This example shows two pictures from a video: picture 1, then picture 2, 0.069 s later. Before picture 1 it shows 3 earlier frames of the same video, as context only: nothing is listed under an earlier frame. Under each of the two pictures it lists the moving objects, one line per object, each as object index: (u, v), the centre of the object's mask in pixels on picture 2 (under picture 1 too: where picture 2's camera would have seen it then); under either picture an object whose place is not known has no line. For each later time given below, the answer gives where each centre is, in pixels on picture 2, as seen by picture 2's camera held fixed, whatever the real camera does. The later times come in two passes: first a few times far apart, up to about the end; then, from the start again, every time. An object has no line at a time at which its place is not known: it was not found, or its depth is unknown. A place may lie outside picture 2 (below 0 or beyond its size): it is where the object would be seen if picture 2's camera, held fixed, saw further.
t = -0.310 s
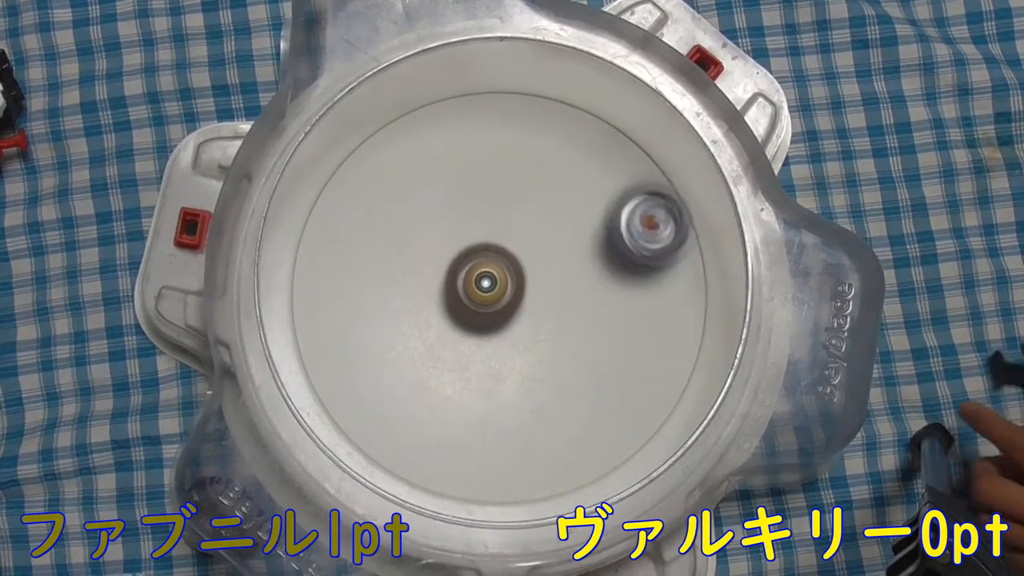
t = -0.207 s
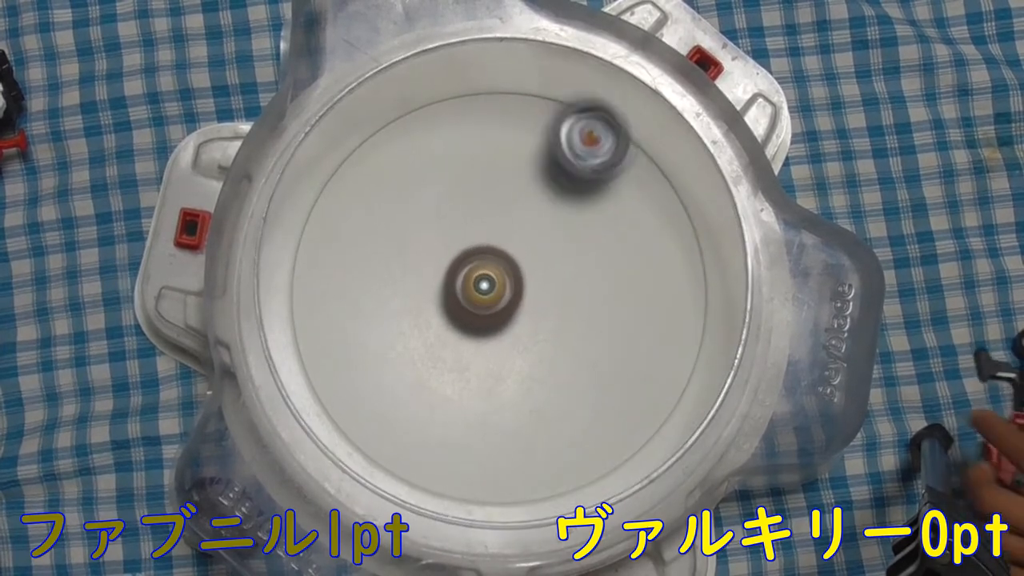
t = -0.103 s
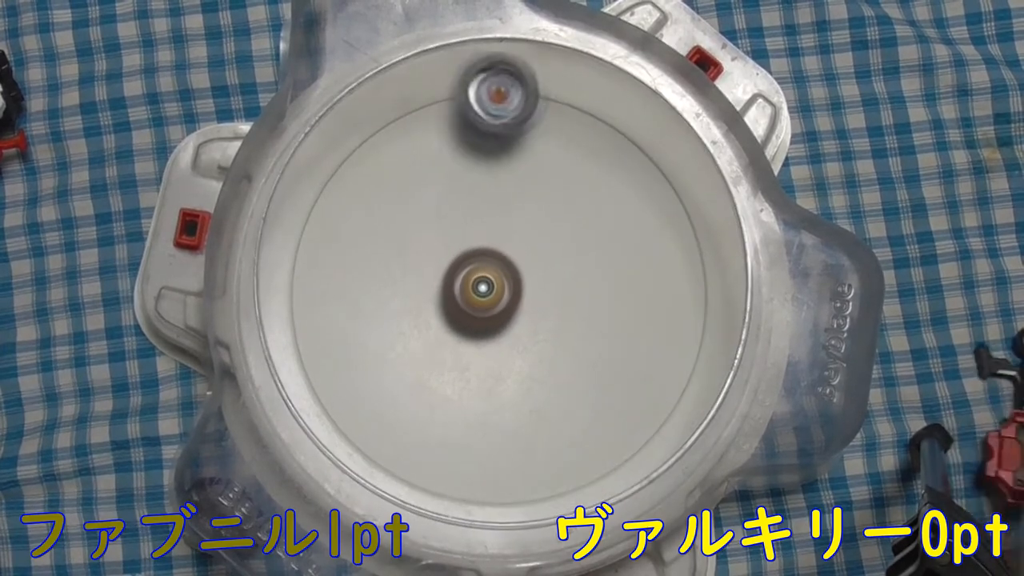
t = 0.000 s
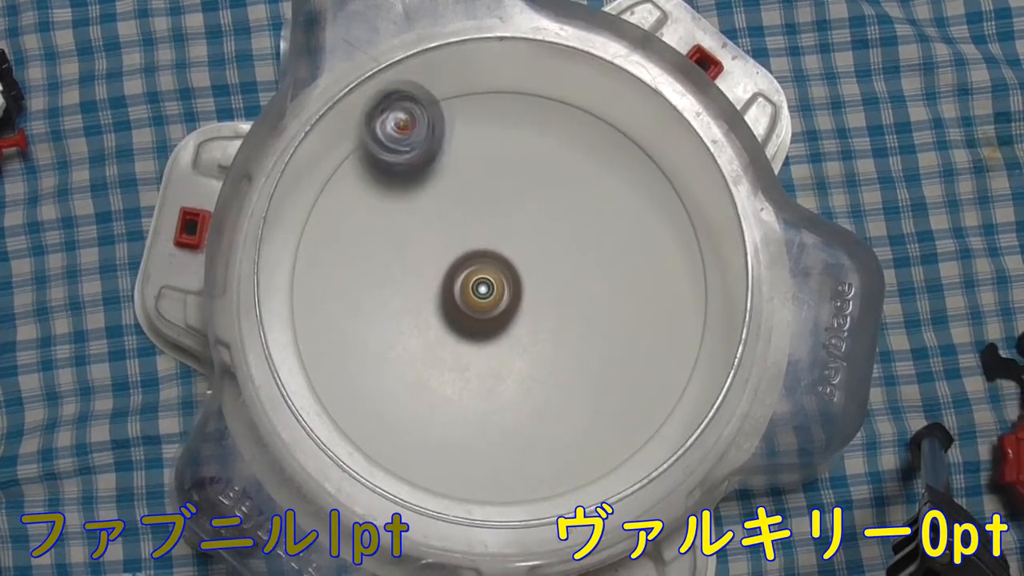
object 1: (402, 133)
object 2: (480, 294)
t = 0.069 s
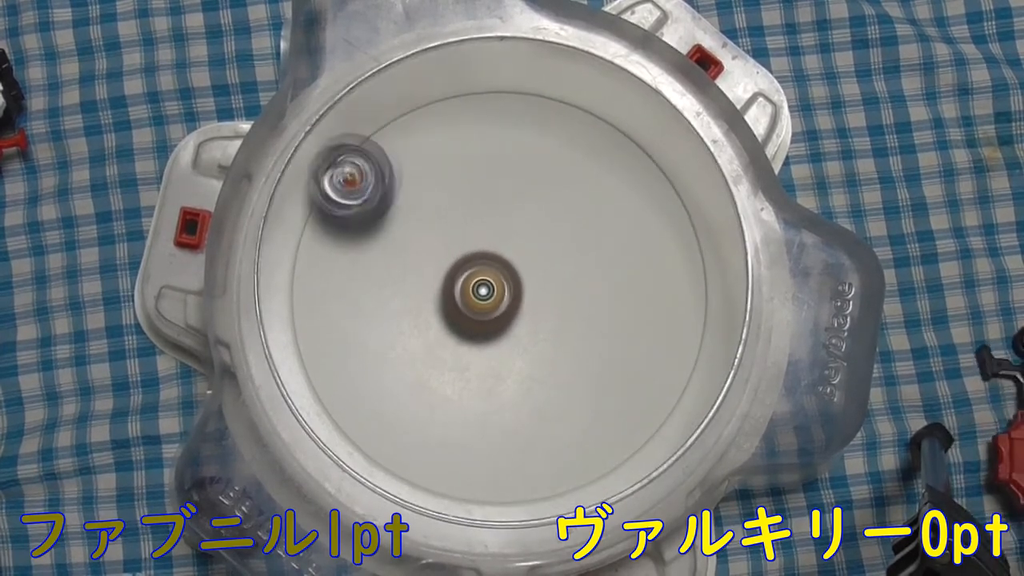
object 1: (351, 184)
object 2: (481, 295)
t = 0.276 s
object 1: (379, 391)
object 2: (481, 301)
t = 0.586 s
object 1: (656, 378)
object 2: (486, 304)
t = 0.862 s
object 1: (589, 141)
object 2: (494, 305)
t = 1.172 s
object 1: (324, 277)
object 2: (504, 305)
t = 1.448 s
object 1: (451, 473)
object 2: (508, 300)
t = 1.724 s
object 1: (644, 317)
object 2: (510, 294)
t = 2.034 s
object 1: (469, 110)
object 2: (505, 288)
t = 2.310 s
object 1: (337, 300)
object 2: (499, 286)
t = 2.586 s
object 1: (543, 452)
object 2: (492, 285)
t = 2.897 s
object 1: (654, 225)
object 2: (486, 289)
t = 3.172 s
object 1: (412, 167)
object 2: (485, 294)
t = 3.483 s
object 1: (356, 401)
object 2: (489, 301)
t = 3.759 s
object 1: (595, 397)
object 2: (494, 304)
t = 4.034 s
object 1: (604, 162)
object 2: (502, 305)
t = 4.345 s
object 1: (382, 203)
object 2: (505, 301)
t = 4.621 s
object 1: (436, 428)
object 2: (506, 296)
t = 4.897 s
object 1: (635, 357)
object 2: (503, 291)
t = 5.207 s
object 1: (503, 167)
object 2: (496, 287)
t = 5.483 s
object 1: (344, 262)
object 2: (491, 287)
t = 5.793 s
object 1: (505, 408)
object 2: (488, 291)
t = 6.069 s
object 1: (631, 250)
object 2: (489, 296)
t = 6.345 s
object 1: (479, 180)
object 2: (494, 300)
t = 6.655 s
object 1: (404, 372)
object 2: (496, 302)
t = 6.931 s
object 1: (575, 378)
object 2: (500, 300)
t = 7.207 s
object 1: (550, 214)
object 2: (502, 296)
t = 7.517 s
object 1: (392, 241)
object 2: (501, 291)
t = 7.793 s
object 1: (472, 370)
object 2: (499, 287)
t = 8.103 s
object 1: (598, 273)
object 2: (493, 289)
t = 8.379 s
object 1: (485, 208)
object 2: (489, 302)
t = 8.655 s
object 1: (405, 283)
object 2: (496, 311)
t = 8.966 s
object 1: (418, 379)
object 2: (544, 311)
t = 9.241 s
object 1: (460, 335)
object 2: (572, 291)
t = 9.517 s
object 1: (442, 283)
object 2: (551, 289)
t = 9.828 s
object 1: (402, 271)
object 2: (536, 287)
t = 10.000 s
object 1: (411, 293)
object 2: (518, 280)
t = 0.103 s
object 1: (335, 216)
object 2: (481, 297)
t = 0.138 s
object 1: (326, 252)
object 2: (481, 298)
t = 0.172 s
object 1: (326, 288)
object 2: (481, 299)
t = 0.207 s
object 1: (336, 327)
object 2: (481, 300)
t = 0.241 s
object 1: (354, 361)
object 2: (481, 301)
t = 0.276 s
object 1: (379, 391)
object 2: (481, 301)
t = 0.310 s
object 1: (409, 415)
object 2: (482, 302)
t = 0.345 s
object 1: (444, 433)
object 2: (482, 303)
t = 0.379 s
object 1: (478, 442)
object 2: (482, 303)
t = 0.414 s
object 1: (515, 447)
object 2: (483, 303)
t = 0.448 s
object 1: (550, 444)
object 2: (483, 304)
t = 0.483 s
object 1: (583, 434)
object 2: (484, 304)
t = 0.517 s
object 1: (611, 419)
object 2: (484, 304)
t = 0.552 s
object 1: (634, 401)
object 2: (485, 304)
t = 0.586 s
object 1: (656, 378)
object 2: (486, 304)
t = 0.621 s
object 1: (673, 353)
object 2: (487, 304)
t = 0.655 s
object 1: (685, 324)
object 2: (488, 304)
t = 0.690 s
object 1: (690, 294)
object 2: (489, 305)
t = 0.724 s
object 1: (683, 232)
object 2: (491, 304)
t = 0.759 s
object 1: (669, 204)
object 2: (492, 304)
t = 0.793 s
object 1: (649, 174)
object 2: (493, 305)
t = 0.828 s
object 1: (618, 157)
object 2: (493, 305)
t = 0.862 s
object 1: (589, 141)
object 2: (494, 305)
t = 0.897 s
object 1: (556, 128)
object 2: (495, 306)
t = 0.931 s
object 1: (515, 128)
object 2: (497, 306)
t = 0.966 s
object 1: (476, 134)
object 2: (498, 306)
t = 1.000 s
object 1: (441, 143)
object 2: (499, 306)
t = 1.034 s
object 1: (411, 163)
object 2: (500, 305)
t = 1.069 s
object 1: (380, 185)
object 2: (502, 305)
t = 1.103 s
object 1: (354, 214)
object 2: (503, 305)
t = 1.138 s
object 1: (336, 245)
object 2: (504, 305)
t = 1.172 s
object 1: (324, 277)
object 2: (504, 305)
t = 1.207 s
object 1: (318, 311)
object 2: (505, 304)
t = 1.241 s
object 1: (318, 346)
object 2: (506, 304)
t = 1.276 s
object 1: (326, 377)
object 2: (506, 303)
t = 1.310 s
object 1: (340, 406)
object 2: (507, 303)
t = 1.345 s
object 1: (362, 433)
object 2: (507, 302)
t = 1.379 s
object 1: (388, 447)
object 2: (508, 302)
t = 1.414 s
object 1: (418, 462)
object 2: (508, 301)
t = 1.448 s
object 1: (451, 473)
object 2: (508, 300)
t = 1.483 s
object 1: (484, 475)
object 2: (508, 300)
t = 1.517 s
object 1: (519, 470)
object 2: (509, 299)
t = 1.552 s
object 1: (552, 456)
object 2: (509, 298)
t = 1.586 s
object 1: (581, 437)
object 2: (510, 297)
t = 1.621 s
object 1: (605, 412)
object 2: (510, 296)
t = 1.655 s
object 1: (623, 383)
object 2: (510, 295)
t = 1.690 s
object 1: (638, 352)
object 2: (510, 295)
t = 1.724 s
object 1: (644, 317)
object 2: (510, 294)
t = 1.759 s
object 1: (643, 251)
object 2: (509, 293)
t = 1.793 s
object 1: (632, 221)
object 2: (509, 292)
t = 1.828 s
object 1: (620, 193)
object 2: (509, 292)
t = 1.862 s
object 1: (601, 168)
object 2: (509, 291)
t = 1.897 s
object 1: (580, 148)
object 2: (508, 291)
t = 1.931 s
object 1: (555, 131)
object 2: (507, 290)
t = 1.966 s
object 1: (528, 119)
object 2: (507, 290)
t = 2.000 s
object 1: (499, 110)
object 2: (506, 289)
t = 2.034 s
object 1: (469, 110)
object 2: (505, 288)
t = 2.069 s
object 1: (439, 114)
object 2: (504, 288)
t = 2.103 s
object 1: (408, 127)
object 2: (504, 288)
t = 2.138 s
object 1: (385, 144)
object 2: (503, 287)
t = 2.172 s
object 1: (361, 169)
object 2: (502, 287)
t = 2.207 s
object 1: (346, 197)
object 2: (501, 287)
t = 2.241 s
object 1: (335, 229)
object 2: (500, 286)
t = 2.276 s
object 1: (333, 264)
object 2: (500, 286)
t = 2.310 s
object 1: (337, 300)
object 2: (499, 286)
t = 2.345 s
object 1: (347, 333)
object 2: (498, 285)
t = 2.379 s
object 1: (366, 368)
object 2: (497, 285)
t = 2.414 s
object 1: (387, 394)
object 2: (496, 285)
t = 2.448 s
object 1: (416, 420)
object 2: (495, 285)
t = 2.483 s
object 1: (445, 436)
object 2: (494, 285)
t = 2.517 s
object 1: (478, 447)
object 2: (493, 285)
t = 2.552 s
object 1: (511, 453)
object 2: (493, 285)
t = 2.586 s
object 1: (543, 452)
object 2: (492, 285)
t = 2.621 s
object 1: (576, 446)
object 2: (491, 285)
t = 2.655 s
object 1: (602, 435)
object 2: (491, 286)
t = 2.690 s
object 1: (628, 418)
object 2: (490, 286)
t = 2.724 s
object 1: (649, 398)
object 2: (489, 286)
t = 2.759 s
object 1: (665, 371)
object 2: (489, 286)
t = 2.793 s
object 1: (680, 315)
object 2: (488, 288)
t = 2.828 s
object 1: (679, 284)
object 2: (487, 288)
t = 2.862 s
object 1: (671, 254)
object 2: (487, 289)
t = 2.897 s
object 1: (654, 225)
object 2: (486, 289)
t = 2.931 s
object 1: (634, 200)
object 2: (486, 290)
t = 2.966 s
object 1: (608, 179)
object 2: (485, 291)
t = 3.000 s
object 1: (576, 161)
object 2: (485, 291)
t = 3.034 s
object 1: (545, 151)
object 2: (485, 292)
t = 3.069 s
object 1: (511, 145)
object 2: (485, 292)
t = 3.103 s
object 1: (474, 148)
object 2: (485, 293)
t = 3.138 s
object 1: (444, 155)
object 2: (485, 294)
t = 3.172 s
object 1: (412, 167)
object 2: (485, 294)
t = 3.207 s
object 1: (384, 184)
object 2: (485, 296)
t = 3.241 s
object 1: (361, 205)
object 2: (486, 296)
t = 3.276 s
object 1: (341, 232)
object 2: (486, 297)
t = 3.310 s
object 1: (329, 258)
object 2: (486, 298)
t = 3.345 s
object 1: (321, 288)
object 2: (487, 298)
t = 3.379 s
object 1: (319, 320)
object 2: (487, 299)
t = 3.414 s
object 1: (326, 353)
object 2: (488, 300)
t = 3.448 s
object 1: (338, 379)
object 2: (488, 301)
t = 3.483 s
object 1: (356, 401)
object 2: (489, 301)
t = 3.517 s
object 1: (382, 425)
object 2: (489, 302)
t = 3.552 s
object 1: (409, 440)
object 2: (490, 302)
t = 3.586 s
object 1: (444, 449)
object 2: (491, 302)
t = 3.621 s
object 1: (475, 450)
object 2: (492, 303)
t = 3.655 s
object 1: (509, 445)
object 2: (492, 303)
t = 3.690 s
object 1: (541, 435)
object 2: (493, 303)
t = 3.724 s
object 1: (569, 419)
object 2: (493, 304)
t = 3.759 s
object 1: (595, 397)
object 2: (494, 304)
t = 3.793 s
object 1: (617, 372)
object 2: (495, 304)
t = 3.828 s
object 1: (642, 319)
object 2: (496, 305)
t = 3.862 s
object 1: (647, 289)
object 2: (496, 305)
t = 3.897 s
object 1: (648, 260)
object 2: (498, 305)
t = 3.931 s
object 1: (646, 233)
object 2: (499, 305)
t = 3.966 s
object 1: (636, 208)
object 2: (500, 305)
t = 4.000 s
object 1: (622, 184)
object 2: (501, 305)
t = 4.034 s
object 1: (604, 162)
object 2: (502, 305)
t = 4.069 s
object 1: (584, 145)
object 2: (502, 305)
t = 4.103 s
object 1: (560, 132)
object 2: (503, 305)
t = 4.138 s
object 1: (533, 126)
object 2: (503, 304)
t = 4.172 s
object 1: (505, 124)
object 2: (504, 304)
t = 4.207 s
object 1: (474, 125)
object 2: (504, 304)
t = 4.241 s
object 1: (445, 138)
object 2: (504, 303)
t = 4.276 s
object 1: (422, 153)
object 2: (505, 303)
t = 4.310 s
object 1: (400, 176)
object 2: (505, 302)
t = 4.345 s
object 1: (382, 203)
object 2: (505, 301)
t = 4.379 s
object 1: (370, 233)
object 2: (505, 301)
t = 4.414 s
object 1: (362, 264)
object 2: (506, 300)
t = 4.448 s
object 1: (363, 298)
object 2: (506, 300)
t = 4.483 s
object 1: (368, 330)
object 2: (506, 299)
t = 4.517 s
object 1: (377, 358)
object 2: (506, 298)
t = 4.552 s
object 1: (392, 386)
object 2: (506, 298)
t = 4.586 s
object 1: (411, 408)
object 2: (506, 297)
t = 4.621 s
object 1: (436, 428)
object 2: (506, 296)
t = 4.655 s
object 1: (462, 443)
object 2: (506, 296)
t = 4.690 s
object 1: (490, 453)
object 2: (505, 295)
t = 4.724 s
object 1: (518, 454)
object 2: (505, 295)
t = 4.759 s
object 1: (547, 450)
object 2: (505, 294)
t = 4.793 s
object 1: (573, 441)
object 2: (504, 293)
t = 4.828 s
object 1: (596, 425)
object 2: (504, 292)
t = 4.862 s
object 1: (628, 382)
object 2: (503, 291)
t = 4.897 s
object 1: (635, 357)
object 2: (503, 291)
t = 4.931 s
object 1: (638, 330)
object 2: (502, 290)
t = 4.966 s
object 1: (636, 301)
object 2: (501, 290)
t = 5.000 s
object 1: (628, 274)
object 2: (501, 289)
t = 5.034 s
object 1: (615, 247)
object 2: (500, 288)
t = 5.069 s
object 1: (598, 223)
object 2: (499, 288)
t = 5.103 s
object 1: (578, 203)
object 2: (499, 288)
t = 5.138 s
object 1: (555, 187)
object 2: (498, 288)
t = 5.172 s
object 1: (529, 175)
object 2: (497, 287)
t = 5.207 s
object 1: (503, 167)
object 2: (496, 287)
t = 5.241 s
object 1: (476, 164)
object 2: (496, 287)
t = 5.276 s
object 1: (449, 165)
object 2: (495, 287)
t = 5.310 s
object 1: (425, 171)
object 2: (494, 287)
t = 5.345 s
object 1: (402, 182)
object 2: (493, 287)
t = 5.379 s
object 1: (380, 196)
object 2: (492, 287)
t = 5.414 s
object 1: (363, 213)
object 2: (492, 287)
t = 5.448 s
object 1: (351, 236)
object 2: (491, 287)
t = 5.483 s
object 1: (344, 262)
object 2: (491, 287)
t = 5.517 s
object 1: (343, 287)
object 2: (490, 287)
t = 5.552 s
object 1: (349, 316)
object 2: (490, 287)
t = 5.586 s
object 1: (360, 338)
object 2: (489, 288)
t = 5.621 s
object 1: (376, 360)
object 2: (489, 288)
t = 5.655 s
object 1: (397, 380)
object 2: (489, 289)
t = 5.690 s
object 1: (421, 393)
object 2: (489, 289)
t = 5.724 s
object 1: (448, 403)
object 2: (488, 290)
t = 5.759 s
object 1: (476, 409)
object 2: (488, 290)
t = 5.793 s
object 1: (505, 408)
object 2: (488, 291)
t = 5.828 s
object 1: (532, 403)
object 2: (488, 291)
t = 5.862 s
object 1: (581, 378)
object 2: (488, 293)
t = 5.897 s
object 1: (601, 361)
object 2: (488, 293)
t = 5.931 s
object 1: (616, 341)
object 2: (488, 294)
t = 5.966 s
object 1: (626, 320)
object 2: (488, 295)
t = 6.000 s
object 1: (634, 296)
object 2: (488, 295)
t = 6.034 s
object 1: (634, 273)
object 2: (489, 296)
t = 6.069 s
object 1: (631, 250)
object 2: (489, 296)
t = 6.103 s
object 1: (624, 227)
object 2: (490, 297)
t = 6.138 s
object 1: (611, 207)
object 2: (490, 298)
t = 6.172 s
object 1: (593, 196)
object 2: (491, 298)
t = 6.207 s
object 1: (575, 184)
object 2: (491, 299)
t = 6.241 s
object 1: (553, 177)
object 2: (492, 299)
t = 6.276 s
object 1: (529, 173)
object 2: (493, 299)
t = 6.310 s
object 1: (504, 174)
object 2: (493, 300)
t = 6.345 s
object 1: (479, 180)
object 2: (494, 300)
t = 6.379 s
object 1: (455, 192)
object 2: (494, 300)
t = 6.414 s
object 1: (434, 207)
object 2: (494, 301)
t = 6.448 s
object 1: (419, 227)
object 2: (494, 301)
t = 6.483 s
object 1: (404, 250)
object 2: (494, 302)
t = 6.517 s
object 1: (395, 274)
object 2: (494, 302)
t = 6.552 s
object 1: (389, 299)
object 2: (495, 302)
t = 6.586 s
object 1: (389, 324)
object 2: (495, 302)
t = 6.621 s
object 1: (394, 349)
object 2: (496, 302)
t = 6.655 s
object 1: (404, 372)
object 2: (496, 302)
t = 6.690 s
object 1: (419, 392)
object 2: (497, 302)
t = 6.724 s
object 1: (438, 406)
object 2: (497, 302)
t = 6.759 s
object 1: (457, 416)
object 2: (498, 302)
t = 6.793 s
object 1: (479, 422)
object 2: (498, 302)
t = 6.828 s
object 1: (501, 423)
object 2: (499, 302)
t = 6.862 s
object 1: (523, 419)
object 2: (499, 302)
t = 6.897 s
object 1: (561, 395)
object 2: (500, 301)
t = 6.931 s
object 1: (575, 378)
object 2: (500, 300)
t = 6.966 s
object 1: (586, 358)
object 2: (501, 300)
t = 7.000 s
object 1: (593, 336)
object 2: (501, 299)
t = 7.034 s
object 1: (594, 314)
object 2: (501, 299)
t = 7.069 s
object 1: (593, 292)
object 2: (501, 298)
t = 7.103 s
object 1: (589, 269)
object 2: (502, 298)
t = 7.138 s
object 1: (578, 246)
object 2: (502, 297)
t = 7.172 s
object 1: (564, 228)
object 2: (502, 297)
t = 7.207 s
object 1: (550, 214)
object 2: (502, 296)
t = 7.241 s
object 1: (531, 199)
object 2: (502, 295)
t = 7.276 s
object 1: (510, 190)
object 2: (502, 295)
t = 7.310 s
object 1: (490, 186)
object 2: (502, 294)
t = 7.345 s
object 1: (470, 185)
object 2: (502, 293)
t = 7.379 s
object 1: (448, 188)
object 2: (502, 293)
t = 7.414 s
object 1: (430, 197)
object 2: (502, 292)
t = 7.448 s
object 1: (415, 208)
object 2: (502, 292)
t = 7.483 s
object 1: (402, 222)
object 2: (502, 291)
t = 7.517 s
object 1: (392, 241)
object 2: (501, 291)
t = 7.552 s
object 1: (390, 260)
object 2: (501, 291)
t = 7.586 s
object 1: (390, 279)
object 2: (501, 290)
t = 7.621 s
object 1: (394, 299)
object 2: (500, 290)
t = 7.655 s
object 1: (403, 319)
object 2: (500, 290)
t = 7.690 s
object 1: (417, 335)
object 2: (500, 289)
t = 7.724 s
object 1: (432, 350)
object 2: (499, 289)
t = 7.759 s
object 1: (451, 364)
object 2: (499, 288)
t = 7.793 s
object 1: (472, 370)
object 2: (499, 287)
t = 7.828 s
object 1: (493, 375)
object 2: (497, 287)
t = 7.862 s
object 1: (517, 374)
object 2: (497, 287)
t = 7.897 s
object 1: (536, 369)
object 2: (497, 288)
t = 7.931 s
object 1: (571, 351)
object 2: (496, 288)
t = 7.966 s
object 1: (584, 339)
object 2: (495, 288)
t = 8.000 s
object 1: (594, 323)
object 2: (494, 289)
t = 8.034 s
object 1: (599, 307)
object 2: (494, 289)
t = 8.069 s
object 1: (601, 290)
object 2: (493, 289)
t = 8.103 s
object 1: (598, 273)
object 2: (493, 289)
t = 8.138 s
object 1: (593, 259)
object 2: (492, 290)
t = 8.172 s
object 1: (583, 244)
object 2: (491, 290)
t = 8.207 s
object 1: (572, 233)
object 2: (491, 290)
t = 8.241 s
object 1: (556, 223)
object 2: (491, 290)
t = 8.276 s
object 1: (538, 218)
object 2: (490, 292)
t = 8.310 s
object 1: (521, 212)
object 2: (490, 294)
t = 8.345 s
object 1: (501, 209)
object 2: (489, 300)
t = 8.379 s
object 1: (485, 208)
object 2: (489, 302)
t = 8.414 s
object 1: (468, 209)
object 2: (489, 304)
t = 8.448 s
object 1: (454, 213)
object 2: (488, 305)
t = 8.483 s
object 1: (439, 219)
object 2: (488, 305)
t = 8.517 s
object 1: (430, 230)
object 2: (488, 306)
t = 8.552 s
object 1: (421, 241)
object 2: (488, 306)
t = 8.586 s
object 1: (417, 257)
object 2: (488, 307)
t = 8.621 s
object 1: (410, 269)
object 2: (493, 309)
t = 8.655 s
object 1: (405, 283)
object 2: (496, 311)
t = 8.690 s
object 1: (404, 295)
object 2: (499, 312)
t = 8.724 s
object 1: (406, 308)
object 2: (499, 313)
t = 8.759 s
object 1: (411, 318)
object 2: (501, 314)
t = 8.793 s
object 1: (417, 329)
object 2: (505, 314)
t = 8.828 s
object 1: (411, 341)
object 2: (519, 313)
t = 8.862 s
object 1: (407, 351)
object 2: (528, 312)
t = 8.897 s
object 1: (406, 360)
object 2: (535, 311)
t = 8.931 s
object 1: (406, 368)
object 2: (540, 310)
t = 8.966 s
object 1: (418, 379)
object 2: (544, 311)
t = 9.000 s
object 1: (426, 381)
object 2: (545, 312)
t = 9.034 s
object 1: (436, 379)
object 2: (546, 312)
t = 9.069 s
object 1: (445, 374)
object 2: (547, 312)
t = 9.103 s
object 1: (457, 365)
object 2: (547, 311)
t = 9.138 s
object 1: (470, 354)
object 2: (548, 310)
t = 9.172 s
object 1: (466, 345)
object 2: (556, 304)
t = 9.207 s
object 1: (465, 342)
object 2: (565, 297)
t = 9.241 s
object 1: (460, 335)
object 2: (572, 291)
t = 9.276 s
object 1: (458, 328)
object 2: (574, 287)
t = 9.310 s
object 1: (455, 322)
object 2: (576, 286)
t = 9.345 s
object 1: (449, 314)
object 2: (575, 285)
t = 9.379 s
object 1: (446, 306)
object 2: (571, 285)
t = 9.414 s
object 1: (444, 300)
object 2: (567, 286)
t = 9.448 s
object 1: (444, 294)
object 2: (562, 286)
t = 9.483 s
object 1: (443, 289)
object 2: (557, 288)
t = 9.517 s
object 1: (442, 283)
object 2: (551, 289)
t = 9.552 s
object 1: (441, 279)
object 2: (545, 290)
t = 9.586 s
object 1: (437, 277)
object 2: (539, 292)
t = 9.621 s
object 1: (437, 274)
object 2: (534, 294)
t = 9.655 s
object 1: (438, 273)
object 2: (528, 294)
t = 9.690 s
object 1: (439, 272)
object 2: (523, 292)
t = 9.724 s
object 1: (429, 268)
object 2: (529, 290)
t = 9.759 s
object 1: (418, 269)
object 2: (534, 288)
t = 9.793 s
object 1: (408, 270)
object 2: (536, 288)
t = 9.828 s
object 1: (402, 271)
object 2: (536, 287)
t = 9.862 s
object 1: (394, 275)
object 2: (532, 286)
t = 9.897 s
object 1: (392, 278)
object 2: (530, 285)
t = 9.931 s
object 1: (393, 282)
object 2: (528, 283)
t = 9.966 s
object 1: (396, 287)
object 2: (525, 282)
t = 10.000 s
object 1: (411, 293)
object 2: (518, 280)
